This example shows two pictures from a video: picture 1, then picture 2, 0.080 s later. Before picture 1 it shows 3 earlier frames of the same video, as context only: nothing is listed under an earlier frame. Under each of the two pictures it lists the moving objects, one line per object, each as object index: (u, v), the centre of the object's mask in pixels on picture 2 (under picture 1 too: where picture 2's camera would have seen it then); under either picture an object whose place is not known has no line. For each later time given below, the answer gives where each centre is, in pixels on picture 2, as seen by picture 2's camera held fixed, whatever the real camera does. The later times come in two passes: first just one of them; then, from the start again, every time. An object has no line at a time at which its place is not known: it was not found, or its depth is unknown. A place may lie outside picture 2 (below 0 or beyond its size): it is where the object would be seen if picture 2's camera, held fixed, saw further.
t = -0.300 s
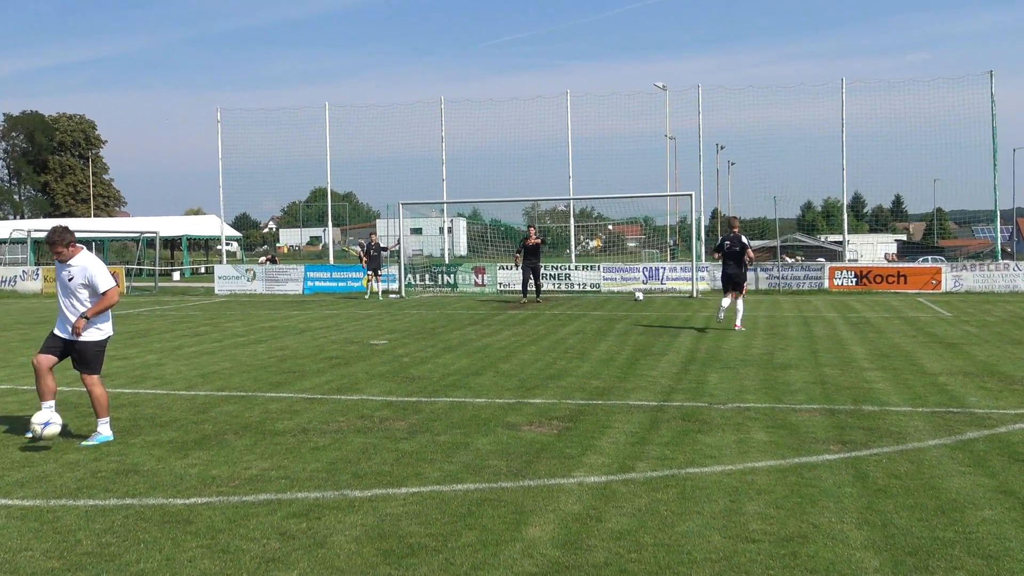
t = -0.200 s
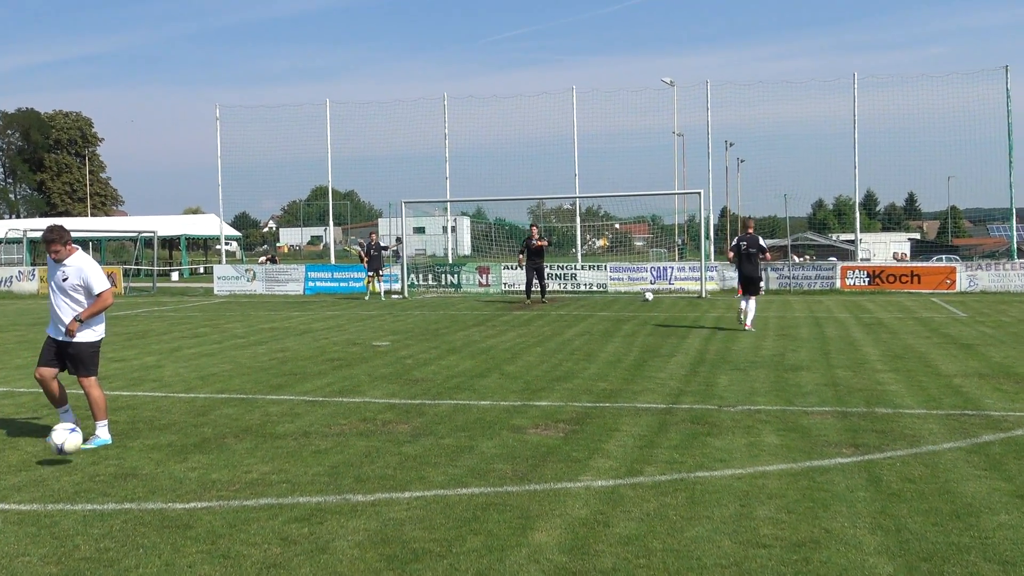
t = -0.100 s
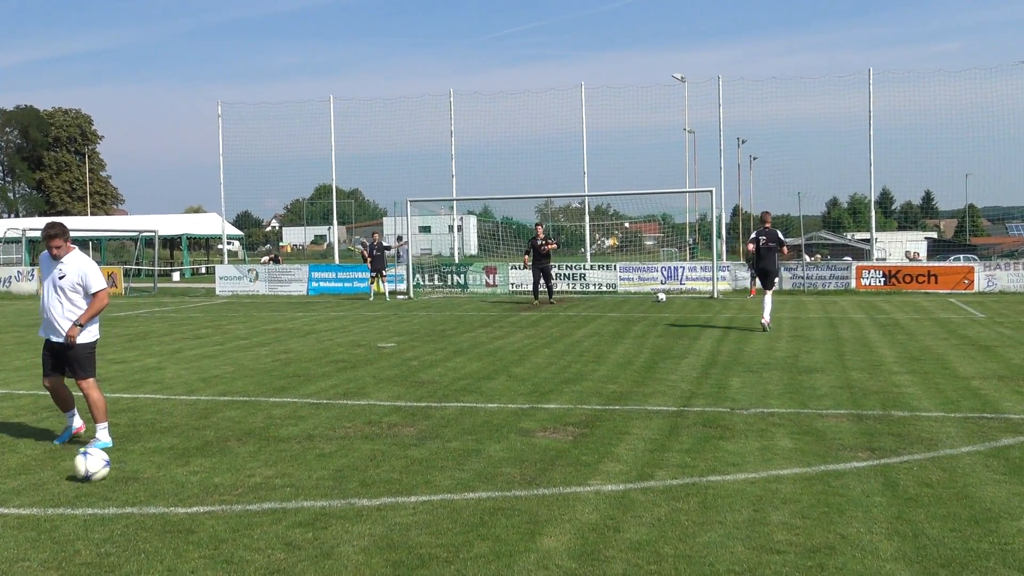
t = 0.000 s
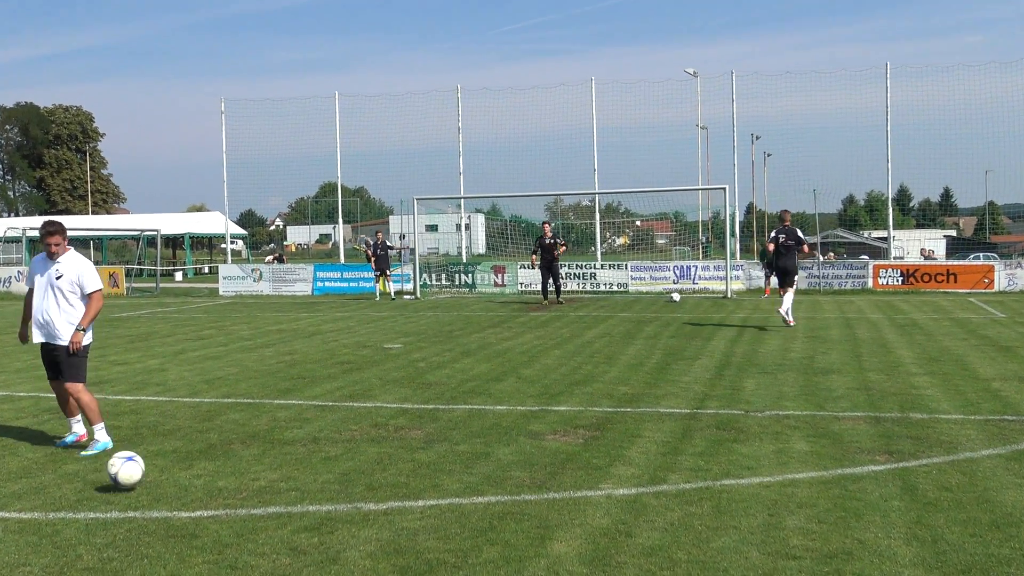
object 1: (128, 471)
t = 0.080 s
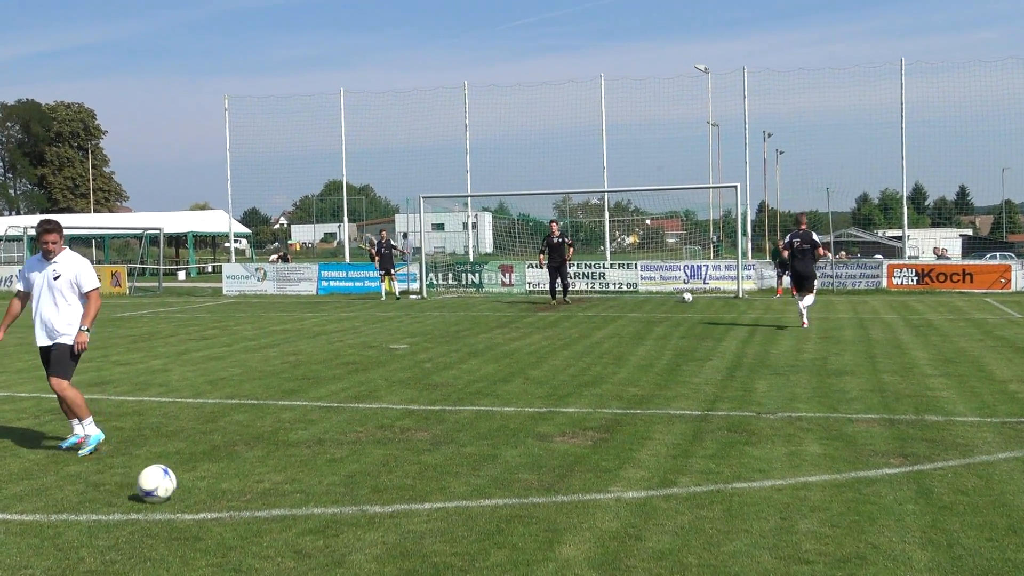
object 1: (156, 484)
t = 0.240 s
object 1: (212, 493)
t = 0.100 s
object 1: (163, 485)
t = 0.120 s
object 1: (170, 485)
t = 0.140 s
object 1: (177, 486)
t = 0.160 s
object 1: (184, 487)
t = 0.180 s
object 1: (191, 488)
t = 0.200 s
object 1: (198, 490)
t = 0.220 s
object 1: (204, 492)
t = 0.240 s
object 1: (212, 493)
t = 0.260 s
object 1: (219, 494)
